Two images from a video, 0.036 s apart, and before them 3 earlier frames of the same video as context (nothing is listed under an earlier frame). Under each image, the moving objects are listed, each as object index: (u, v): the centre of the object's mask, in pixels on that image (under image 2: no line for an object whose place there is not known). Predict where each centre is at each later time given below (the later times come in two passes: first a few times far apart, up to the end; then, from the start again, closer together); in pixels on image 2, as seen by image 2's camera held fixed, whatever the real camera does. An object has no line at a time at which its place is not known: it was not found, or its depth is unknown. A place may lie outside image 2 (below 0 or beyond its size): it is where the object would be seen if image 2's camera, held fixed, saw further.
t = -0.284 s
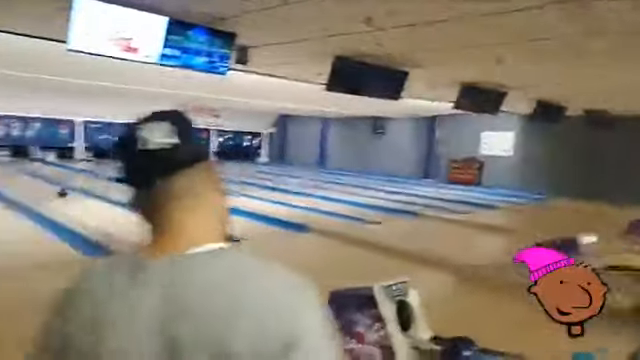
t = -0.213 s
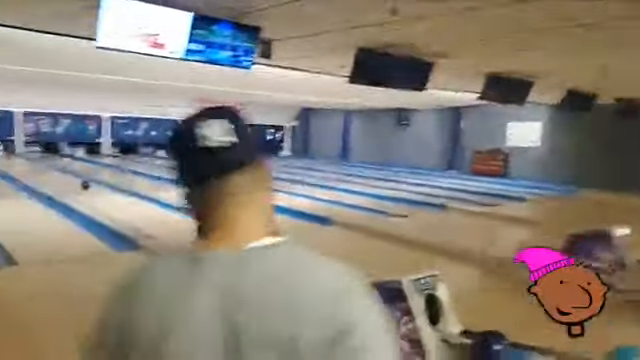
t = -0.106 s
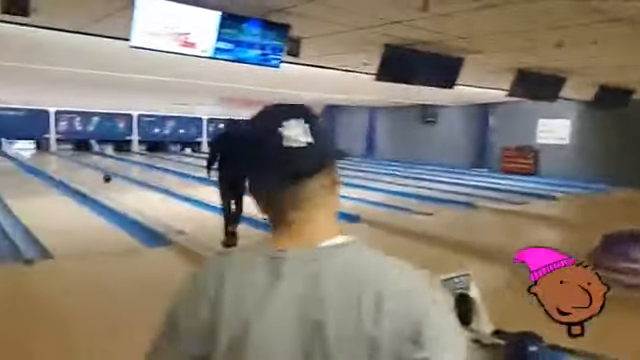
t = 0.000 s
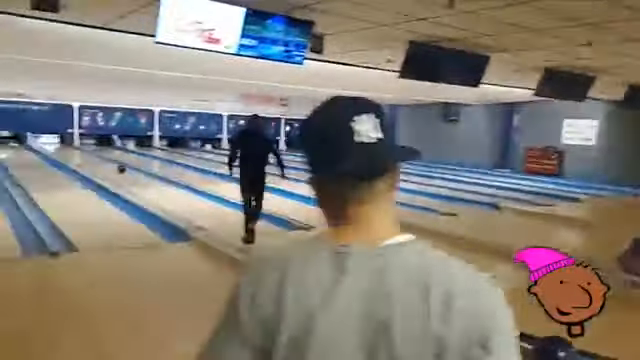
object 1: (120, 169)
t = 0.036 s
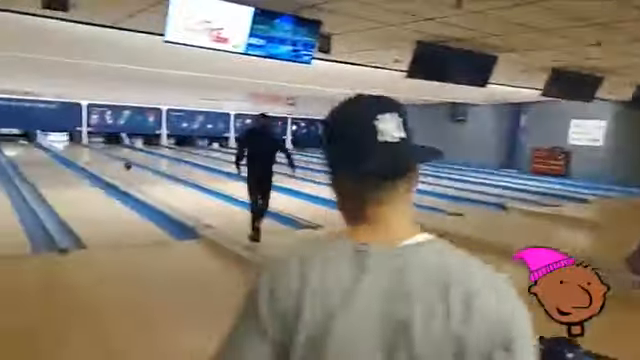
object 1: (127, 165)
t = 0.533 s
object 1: (104, 151)
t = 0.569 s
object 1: (102, 151)
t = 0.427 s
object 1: (109, 154)
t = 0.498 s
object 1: (106, 152)
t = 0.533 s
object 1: (104, 151)
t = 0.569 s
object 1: (102, 151)
